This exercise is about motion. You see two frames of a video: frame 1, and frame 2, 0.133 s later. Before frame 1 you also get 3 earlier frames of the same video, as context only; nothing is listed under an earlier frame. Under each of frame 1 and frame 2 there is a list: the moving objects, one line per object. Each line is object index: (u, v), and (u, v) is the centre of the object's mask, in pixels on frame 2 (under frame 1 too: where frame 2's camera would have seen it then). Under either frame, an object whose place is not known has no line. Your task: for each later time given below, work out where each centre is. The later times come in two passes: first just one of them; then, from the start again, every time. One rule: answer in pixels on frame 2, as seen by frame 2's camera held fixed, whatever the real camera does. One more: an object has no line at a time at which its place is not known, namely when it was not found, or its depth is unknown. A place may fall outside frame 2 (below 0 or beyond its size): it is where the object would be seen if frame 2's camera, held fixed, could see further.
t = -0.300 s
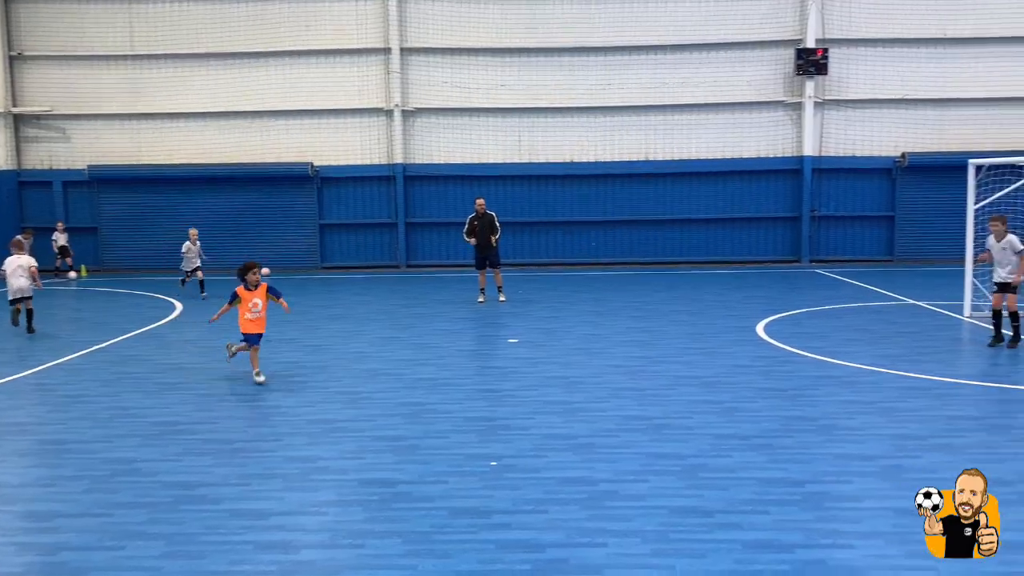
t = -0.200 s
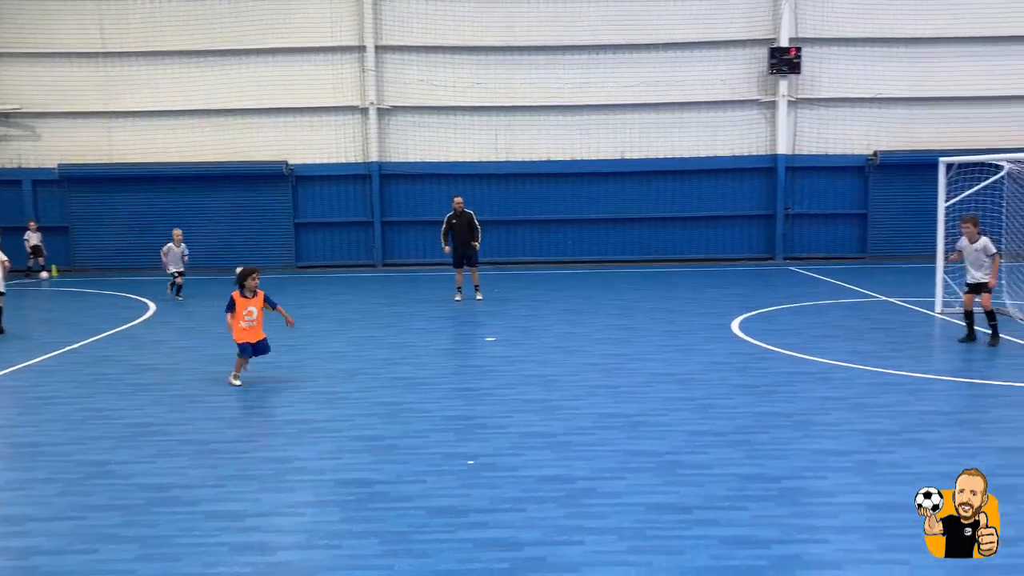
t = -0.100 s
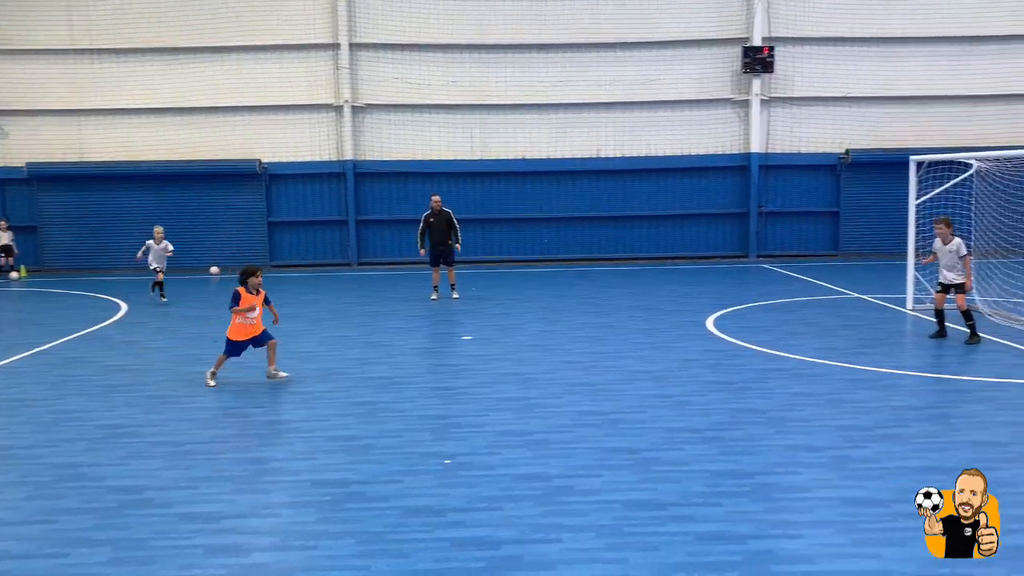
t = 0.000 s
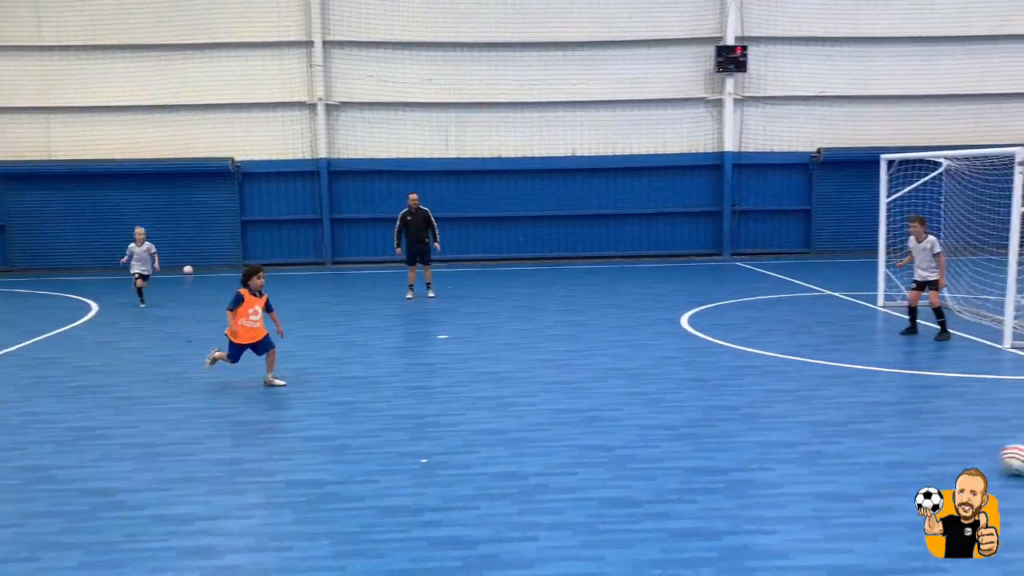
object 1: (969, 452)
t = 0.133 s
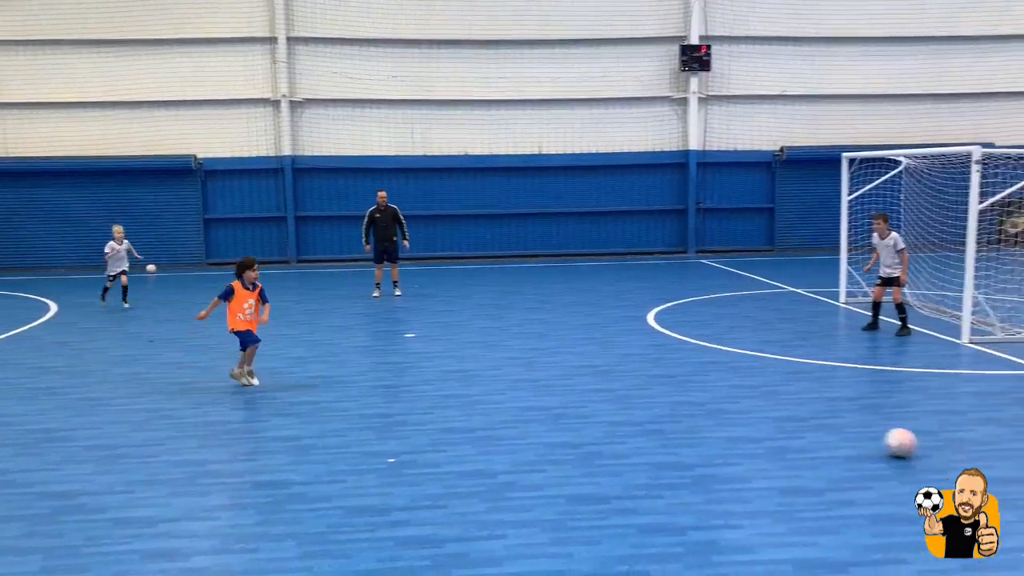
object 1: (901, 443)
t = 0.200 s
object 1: (864, 439)
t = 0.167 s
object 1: (882, 441)
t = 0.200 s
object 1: (864, 439)
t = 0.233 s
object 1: (847, 435)
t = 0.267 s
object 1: (830, 433)
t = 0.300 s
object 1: (814, 432)
